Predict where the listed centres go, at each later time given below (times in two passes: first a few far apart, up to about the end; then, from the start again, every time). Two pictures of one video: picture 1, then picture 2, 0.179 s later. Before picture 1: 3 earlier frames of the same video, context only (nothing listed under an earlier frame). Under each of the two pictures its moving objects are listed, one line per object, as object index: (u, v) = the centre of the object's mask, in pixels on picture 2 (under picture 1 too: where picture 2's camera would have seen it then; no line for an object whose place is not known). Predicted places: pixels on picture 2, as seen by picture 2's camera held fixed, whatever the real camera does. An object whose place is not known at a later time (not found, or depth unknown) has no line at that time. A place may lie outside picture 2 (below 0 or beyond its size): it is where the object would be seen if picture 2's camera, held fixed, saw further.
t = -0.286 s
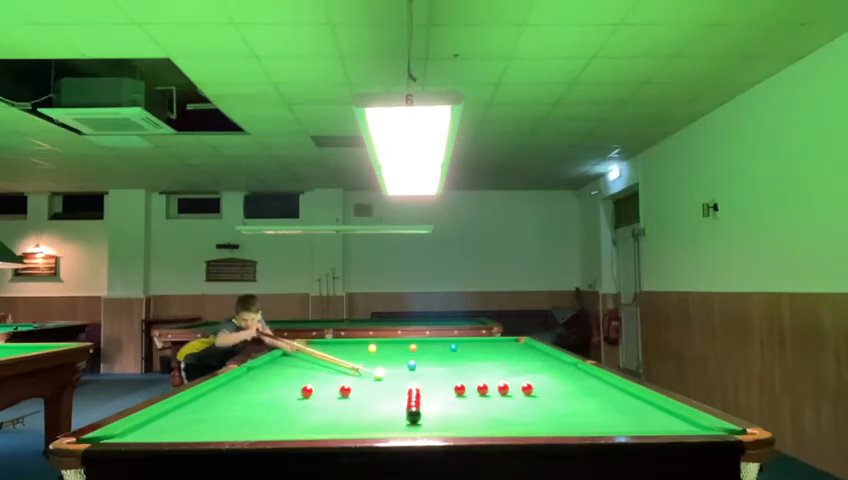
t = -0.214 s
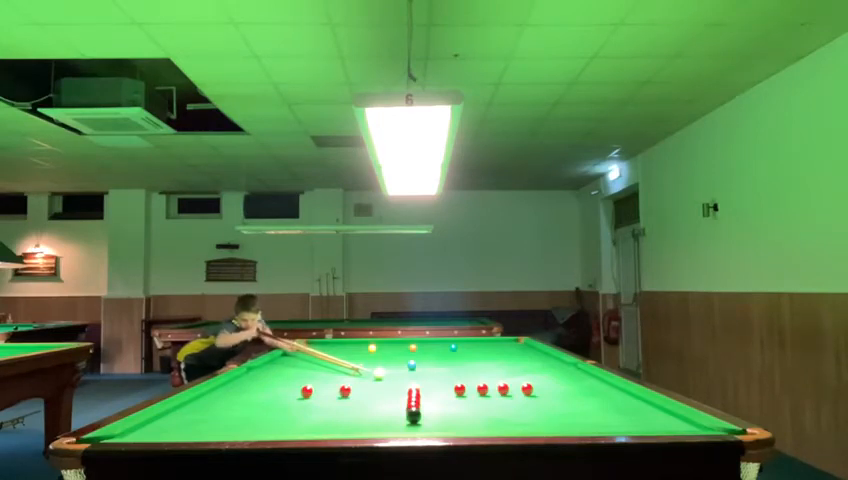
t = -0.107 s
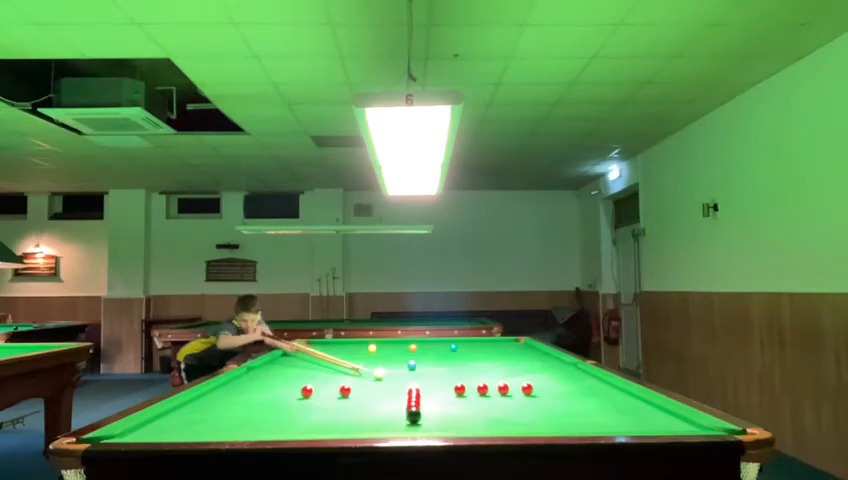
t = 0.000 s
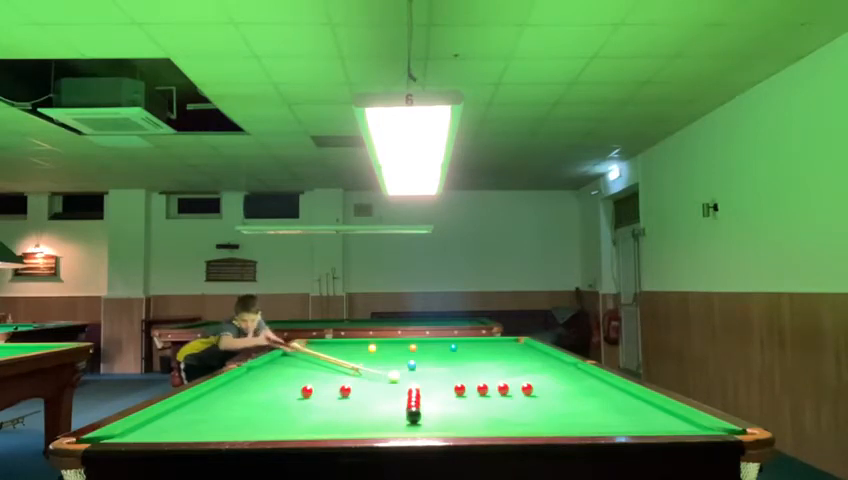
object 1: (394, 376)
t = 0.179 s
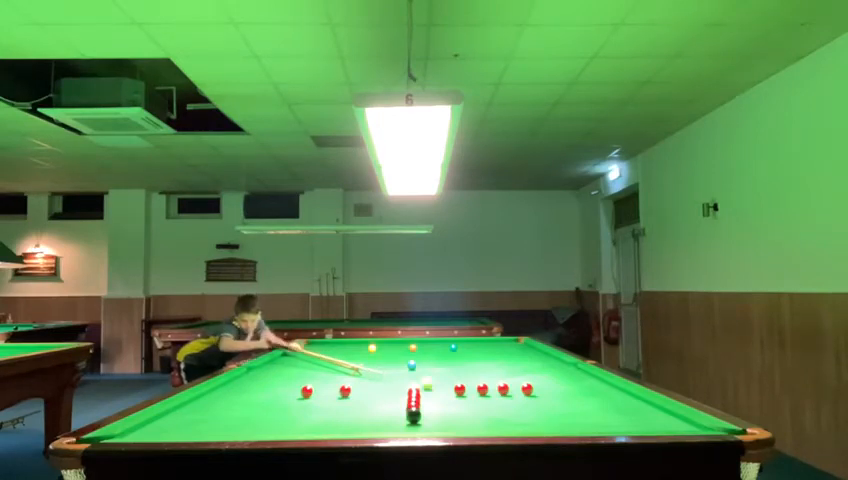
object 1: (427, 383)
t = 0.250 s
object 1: (438, 385)
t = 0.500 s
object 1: (454, 390)
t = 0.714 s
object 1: (462, 393)
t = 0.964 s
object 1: (469, 394)
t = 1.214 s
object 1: (478, 397)
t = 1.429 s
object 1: (483, 398)
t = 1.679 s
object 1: (491, 401)
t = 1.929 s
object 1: (497, 402)
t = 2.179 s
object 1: (501, 403)
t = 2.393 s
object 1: (507, 405)
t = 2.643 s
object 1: (511, 407)
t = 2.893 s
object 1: (514, 407)
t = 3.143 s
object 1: (516, 408)
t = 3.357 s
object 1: (517, 409)
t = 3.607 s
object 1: (518, 409)
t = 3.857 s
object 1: (518, 409)
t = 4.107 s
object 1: (518, 409)
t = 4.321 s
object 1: (518, 409)
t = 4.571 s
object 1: (518, 409)
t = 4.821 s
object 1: (518, 409)
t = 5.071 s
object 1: (518, 409)
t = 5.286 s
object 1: (518, 409)
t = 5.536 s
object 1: (518, 409)
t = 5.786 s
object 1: (518, 409)
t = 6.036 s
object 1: (518, 409)
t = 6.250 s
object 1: (518, 409)
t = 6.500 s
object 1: (518, 409)
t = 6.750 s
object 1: (518, 409)
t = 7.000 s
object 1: (518, 408)
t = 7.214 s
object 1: (518, 408)
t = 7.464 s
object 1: (518, 409)
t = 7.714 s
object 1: (518, 409)
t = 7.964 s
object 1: (518, 409)
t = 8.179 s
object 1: (518, 409)
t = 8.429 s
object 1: (518, 409)
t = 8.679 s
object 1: (518, 409)
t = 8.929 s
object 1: (518, 409)
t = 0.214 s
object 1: (432, 384)
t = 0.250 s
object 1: (438, 385)
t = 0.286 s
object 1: (444, 385)
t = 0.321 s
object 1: (449, 389)
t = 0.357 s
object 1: (451, 389)
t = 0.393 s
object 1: (451, 389)
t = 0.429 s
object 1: (452, 390)
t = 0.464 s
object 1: (453, 390)
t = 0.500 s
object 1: (454, 390)
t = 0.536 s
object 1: (457, 390)
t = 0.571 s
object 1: (458, 391)
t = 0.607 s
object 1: (459, 392)
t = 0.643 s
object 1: (460, 391)
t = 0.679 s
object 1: (461, 392)
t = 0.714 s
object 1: (462, 393)
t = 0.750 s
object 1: (463, 393)
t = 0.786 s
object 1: (464, 392)
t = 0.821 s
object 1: (465, 392)
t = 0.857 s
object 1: (466, 393)
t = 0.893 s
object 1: (467, 393)
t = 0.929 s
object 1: (468, 393)
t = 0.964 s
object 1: (469, 394)
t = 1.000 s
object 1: (470, 394)
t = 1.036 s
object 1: (472, 394)
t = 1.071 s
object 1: (473, 395)
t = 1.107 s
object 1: (473, 395)
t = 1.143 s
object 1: (475, 397)
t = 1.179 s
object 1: (477, 397)
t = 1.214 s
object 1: (478, 397)
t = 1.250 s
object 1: (478, 397)
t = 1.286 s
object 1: (480, 397)
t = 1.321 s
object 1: (481, 397)
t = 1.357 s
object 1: (482, 398)
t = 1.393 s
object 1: (482, 398)
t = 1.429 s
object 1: (483, 398)
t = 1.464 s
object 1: (484, 399)
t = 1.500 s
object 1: (486, 399)
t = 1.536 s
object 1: (487, 400)
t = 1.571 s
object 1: (489, 400)
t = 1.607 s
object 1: (489, 400)
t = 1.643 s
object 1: (490, 400)
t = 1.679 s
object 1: (491, 401)
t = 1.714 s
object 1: (492, 401)
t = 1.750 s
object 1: (492, 401)
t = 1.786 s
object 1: (493, 402)
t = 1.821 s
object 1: (494, 402)
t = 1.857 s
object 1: (495, 402)
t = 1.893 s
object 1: (496, 402)
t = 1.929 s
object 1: (497, 402)
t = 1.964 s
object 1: (497, 403)
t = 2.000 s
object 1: (498, 403)
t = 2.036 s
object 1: (499, 403)
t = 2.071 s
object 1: (499, 403)
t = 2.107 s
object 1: (500, 403)
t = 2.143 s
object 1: (501, 403)
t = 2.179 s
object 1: (501, 403)
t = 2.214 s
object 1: (503, 404)
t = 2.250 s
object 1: (504, 405)
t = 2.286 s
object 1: (505, 405)
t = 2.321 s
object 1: (505, 405)
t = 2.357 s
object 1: (506, 405)
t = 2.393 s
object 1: (507, 405)
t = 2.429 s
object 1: (507, 405)
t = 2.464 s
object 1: (507, 405)
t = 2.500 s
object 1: (508, 406)
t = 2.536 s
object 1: (509, 406)
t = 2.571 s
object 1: (510, 406)
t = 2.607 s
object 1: (510, 406)
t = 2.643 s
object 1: (511, 407)
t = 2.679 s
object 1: (511, 406)
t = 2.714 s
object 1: (511, 406)
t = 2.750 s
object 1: (512, 407)
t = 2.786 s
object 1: (512, 407)
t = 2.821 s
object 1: (513, 407)
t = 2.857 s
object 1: (513, 407)
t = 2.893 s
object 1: (514, 407)
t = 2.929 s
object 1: (514, 407)
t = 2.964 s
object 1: (514, 408)
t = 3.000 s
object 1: (515, 408)
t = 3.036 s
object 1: (515, 408)
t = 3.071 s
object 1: (515, 408)
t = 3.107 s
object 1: (516, 408)
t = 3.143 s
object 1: (516, 408)
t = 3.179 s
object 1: (517, 409)
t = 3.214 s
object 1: (517, 409)
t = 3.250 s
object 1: (517, 409)
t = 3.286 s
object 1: (517, 409)
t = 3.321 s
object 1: (517, 409)
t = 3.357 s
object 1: (517, 409)
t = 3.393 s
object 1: (517, 409)
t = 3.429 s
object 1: (517, 409)
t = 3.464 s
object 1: (518, 409)
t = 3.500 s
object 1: (518, 409)
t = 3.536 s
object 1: (518, 409)
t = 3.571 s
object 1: (518, 409)
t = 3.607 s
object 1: (518, 409)
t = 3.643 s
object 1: (518, 409)
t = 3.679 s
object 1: (518, 409)
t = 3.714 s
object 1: (518, 409)
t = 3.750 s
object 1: (518, 409)
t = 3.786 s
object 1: (518, 409)
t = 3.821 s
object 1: (518, 409)
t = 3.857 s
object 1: (518, 409)
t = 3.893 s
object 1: (518, 409)
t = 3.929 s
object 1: (518, 409)
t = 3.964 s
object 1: (518, 409)
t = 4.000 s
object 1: (518, 409)
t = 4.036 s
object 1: (518, 409)
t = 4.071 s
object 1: (518, 409)
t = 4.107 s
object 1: (518, 409)
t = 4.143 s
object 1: (518, 409)
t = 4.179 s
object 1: (518, 409)
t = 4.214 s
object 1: (518, 409)
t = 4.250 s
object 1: (518, 409)
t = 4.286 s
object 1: (518, 409)
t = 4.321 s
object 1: (518, 409)
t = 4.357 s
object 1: (518, 409)
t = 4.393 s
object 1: (518, 409)
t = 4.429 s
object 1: (518, 409)
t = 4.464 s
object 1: (518, 409)
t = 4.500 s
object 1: (518, 409)
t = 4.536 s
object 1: (518, 409)
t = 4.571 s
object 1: (518, 409)
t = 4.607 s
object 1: (518, 409)
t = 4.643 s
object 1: (518, 409)
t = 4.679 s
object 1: (518, 409)
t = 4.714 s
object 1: (518, 409)
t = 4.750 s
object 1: (518, 409)
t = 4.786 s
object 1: (518, 409)
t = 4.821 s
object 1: (518, 409)
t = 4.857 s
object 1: (518, 409)
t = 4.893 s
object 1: (518, 409)
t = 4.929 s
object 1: (518, 409)
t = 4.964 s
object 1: (518, 409)
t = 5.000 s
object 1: (518, 409)
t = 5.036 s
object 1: (518, 409)
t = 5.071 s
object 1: (518, 409)
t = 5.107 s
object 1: (518, 409)
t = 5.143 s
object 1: (518, 409)
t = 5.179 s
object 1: (518, 409)
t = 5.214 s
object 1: (518, 409)
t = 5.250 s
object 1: (518, 409)
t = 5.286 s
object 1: (518, 409)
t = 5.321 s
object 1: (518, 409)
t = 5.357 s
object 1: (518, 409)
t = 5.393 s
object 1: (518, 409)
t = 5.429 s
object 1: (518, 409)
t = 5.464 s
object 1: (518, 409)
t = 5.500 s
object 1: (518, 409)
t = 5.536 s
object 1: (518, 409)
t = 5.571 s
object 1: (518, 409)
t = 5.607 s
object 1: (518, 409)
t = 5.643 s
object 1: (518, 409)
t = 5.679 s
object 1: (518, 409)
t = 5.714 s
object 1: (518, 409)
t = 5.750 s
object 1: (518, 409)
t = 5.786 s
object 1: (518, 409)
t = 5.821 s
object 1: (518, 409)
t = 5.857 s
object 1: (518, 409)
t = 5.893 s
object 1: (518, 409)
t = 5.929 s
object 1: (518, 409)
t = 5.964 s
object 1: (518, 409)
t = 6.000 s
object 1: (518, 409)
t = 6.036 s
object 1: (518, 409)
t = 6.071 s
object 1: (518, 409)
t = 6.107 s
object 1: (518, 409)
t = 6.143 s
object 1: (518, 409)
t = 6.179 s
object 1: (518, 409)
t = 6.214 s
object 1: (518, 409)
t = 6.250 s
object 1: (518, 409)
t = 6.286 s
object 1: (518, 409)
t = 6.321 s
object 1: (518, 409)
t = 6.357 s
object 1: (518, 409)
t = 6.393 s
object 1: (518, 409)
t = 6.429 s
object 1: (518, 409)
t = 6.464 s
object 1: (518, 409)
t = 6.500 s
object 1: (518, 409)
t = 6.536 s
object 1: (518, 409)
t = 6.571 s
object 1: (518, 409)
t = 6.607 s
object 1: (518, 409)
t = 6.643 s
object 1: (518, 409)
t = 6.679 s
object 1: (518, 409)
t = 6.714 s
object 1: (518, 409)
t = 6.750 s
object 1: (518, 409)
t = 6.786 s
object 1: (518, 408)
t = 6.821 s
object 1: (518, 408)
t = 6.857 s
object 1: (518, 409)
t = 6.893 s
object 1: (518, 408)
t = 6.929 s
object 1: (518, 409)
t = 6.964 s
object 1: (518, 409)
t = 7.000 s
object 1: (518, 408)
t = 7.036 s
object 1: (518, 409)
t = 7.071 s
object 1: (518, 408)
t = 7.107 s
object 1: (518, 408)
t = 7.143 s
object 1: (518, 408)
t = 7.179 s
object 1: (518, 408)
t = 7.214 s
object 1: (518, 408)
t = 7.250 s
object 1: (518, 408)
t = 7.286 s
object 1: (518, 409)
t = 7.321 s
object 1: (518, 409)
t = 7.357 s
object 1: (518, 408)
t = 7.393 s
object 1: (518, 409)
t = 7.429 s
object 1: (518, 409)
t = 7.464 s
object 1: (518, 409)
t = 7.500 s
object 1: (518, 409)
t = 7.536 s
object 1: (518, 409)
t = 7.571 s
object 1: (518, 409)
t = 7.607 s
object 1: (518, 409)
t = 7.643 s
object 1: (518, 408)
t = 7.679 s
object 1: (518, 409)
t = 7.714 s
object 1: (518, 409)
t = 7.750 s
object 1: (518, 409)
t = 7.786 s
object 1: (518, 409)
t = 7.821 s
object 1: (518, 409)
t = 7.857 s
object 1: (518, 408)
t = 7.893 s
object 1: (518, 408)
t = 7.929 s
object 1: (518, 408)
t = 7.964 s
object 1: (518, 409)
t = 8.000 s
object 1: (518, 408)
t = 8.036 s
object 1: (518, 408)
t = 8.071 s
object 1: (518, 409)
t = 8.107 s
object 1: (518, 409)
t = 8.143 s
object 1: (518, 408)
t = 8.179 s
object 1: (518, 409)
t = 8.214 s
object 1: (518, 409)
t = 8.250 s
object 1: (518, 408)
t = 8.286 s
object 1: (518, 409)
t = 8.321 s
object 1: (518, 408)
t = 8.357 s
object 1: (518, 408)
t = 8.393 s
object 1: (518, 409)
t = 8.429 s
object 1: (518, 409)
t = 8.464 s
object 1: (518, 409)
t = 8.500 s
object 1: (518, 409)
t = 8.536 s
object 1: (518, 409)
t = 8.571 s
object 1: (518, 408)
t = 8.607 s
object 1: (518, 409)
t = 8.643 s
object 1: (518, 408)
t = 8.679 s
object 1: (518, 409)
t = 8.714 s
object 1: (518, 409)
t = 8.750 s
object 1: (518, 409)
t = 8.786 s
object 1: (518, 408)
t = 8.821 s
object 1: (518, 409)
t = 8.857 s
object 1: (518, 409)
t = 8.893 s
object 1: (518, 409)
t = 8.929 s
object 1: (518, 409)
